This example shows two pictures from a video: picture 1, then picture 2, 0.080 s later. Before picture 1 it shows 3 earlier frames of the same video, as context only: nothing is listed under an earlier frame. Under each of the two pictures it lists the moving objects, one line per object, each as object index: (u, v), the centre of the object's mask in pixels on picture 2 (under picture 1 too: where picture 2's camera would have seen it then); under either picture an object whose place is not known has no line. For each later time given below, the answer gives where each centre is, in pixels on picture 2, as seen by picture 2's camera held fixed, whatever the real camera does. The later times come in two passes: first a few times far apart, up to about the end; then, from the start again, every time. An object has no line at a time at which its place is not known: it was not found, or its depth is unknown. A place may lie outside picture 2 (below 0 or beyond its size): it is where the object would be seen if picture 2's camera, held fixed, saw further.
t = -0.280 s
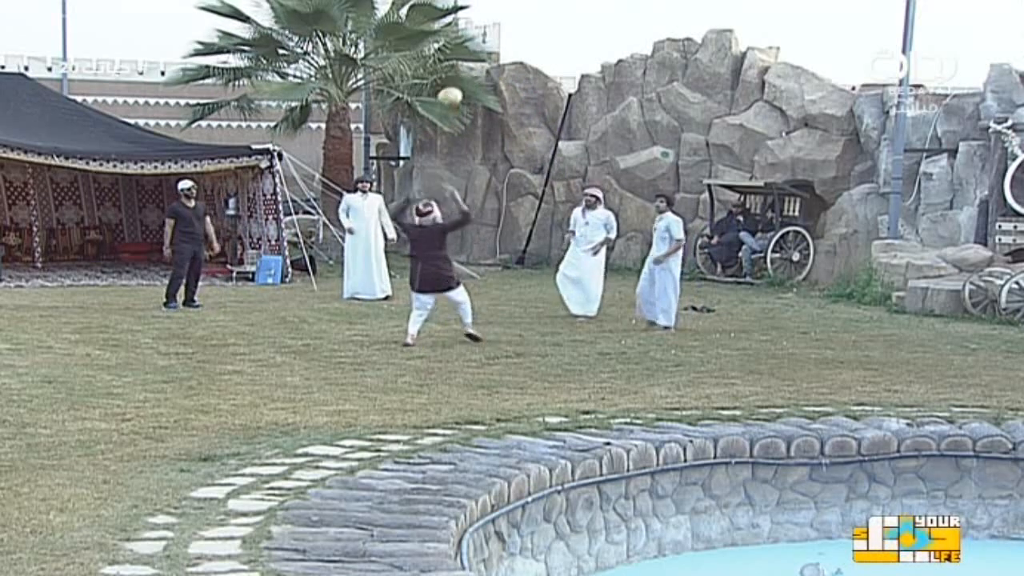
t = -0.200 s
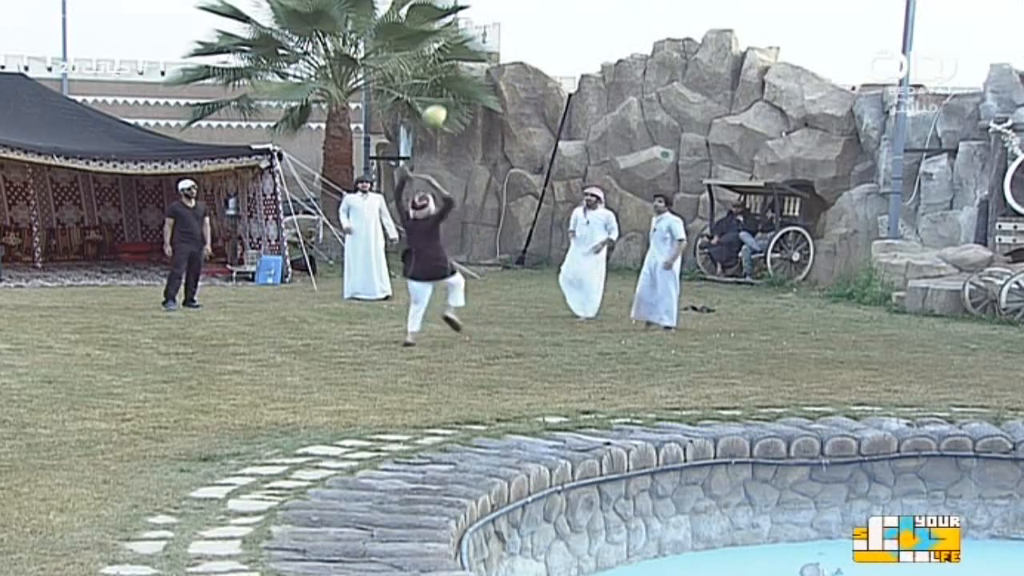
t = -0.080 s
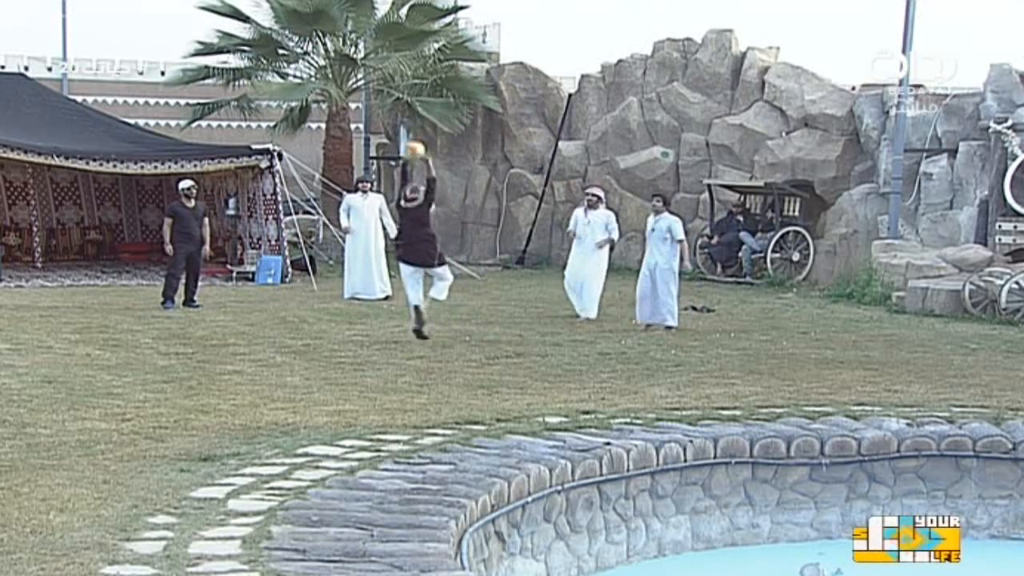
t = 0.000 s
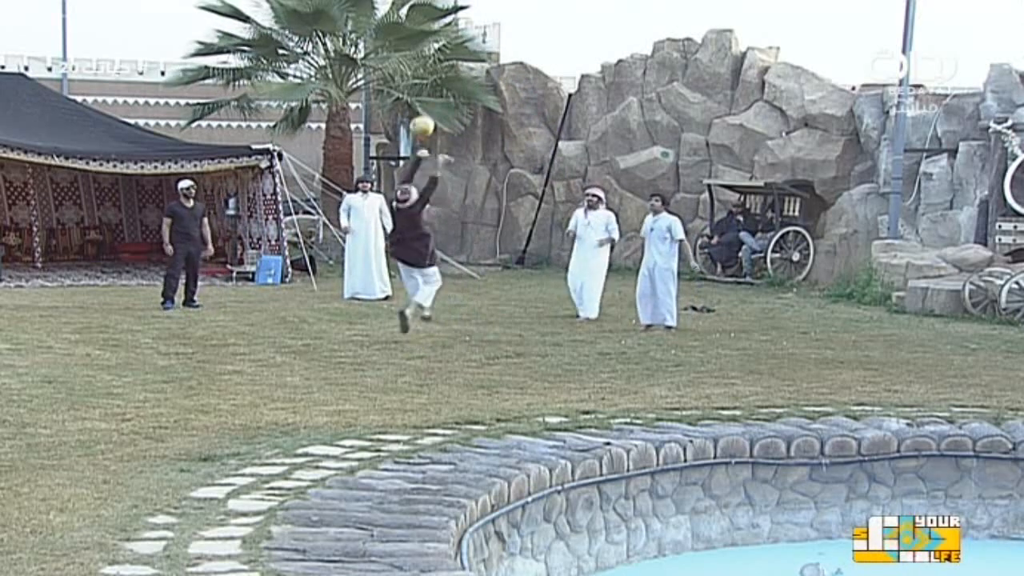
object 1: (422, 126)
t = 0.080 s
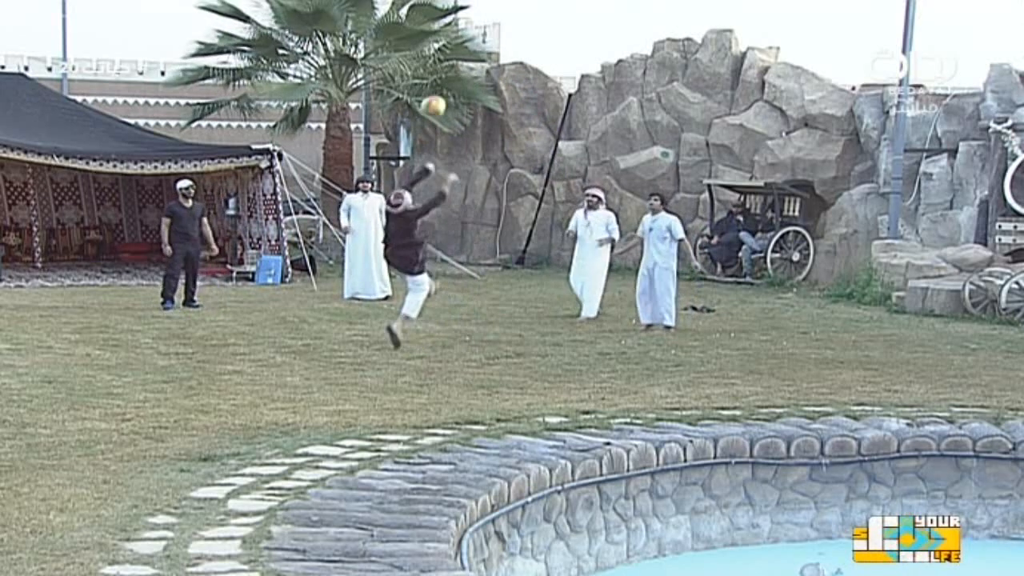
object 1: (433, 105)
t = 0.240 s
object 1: (453, 83)
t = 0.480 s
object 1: (484, 93)
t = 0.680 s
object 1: (509, 146)
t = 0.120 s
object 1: (438, 97)
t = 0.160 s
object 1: (442, 92)
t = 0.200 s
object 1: (448, 87)
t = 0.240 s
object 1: (453, 83)
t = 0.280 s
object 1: (457, 81)
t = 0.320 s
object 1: (463, 81)
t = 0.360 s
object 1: (468, 81)
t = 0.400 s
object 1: (473, 85)
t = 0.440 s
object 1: (479, 89)
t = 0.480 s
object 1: (484, 93)
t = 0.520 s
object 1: (488, 101)
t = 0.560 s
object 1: (494, 111)
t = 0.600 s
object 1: (499, 120)
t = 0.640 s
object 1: (503, 131)
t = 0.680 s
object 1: (509, 146)
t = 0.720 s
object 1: (515, 160)
